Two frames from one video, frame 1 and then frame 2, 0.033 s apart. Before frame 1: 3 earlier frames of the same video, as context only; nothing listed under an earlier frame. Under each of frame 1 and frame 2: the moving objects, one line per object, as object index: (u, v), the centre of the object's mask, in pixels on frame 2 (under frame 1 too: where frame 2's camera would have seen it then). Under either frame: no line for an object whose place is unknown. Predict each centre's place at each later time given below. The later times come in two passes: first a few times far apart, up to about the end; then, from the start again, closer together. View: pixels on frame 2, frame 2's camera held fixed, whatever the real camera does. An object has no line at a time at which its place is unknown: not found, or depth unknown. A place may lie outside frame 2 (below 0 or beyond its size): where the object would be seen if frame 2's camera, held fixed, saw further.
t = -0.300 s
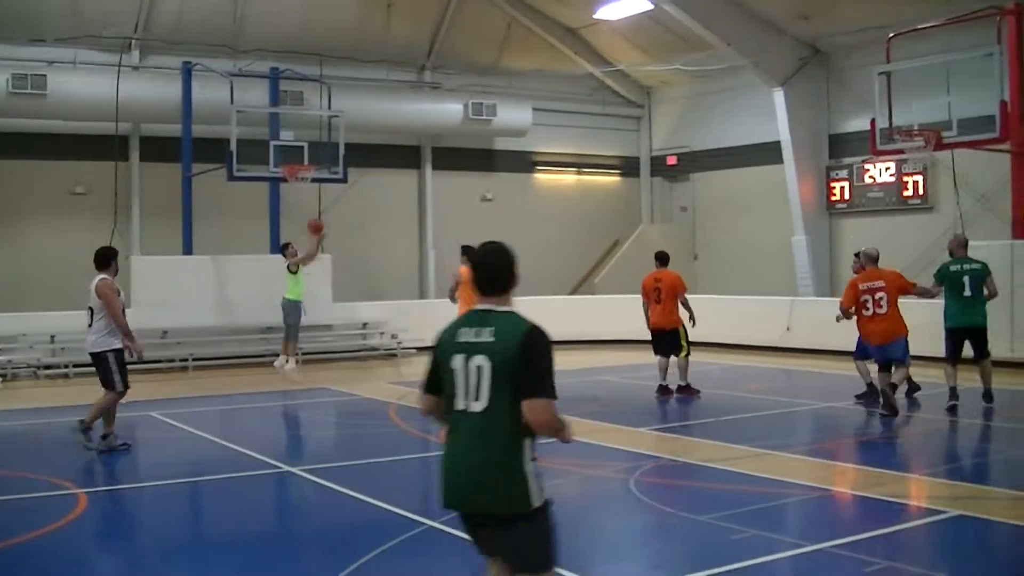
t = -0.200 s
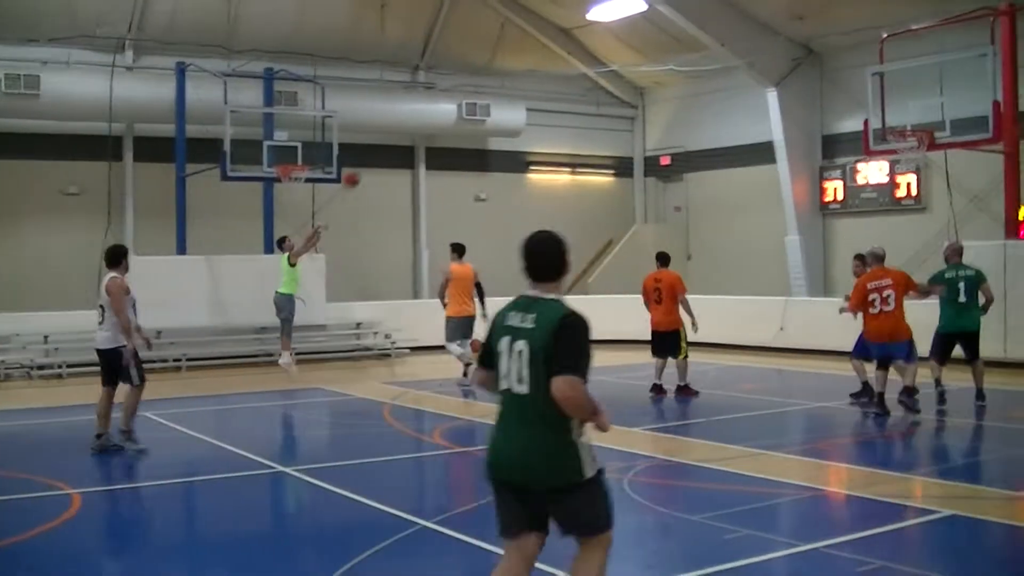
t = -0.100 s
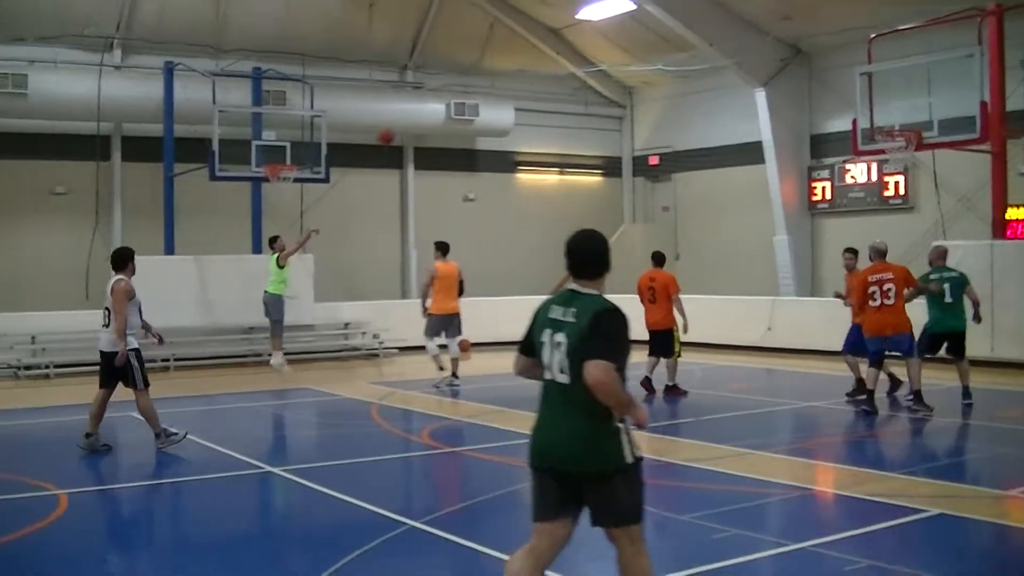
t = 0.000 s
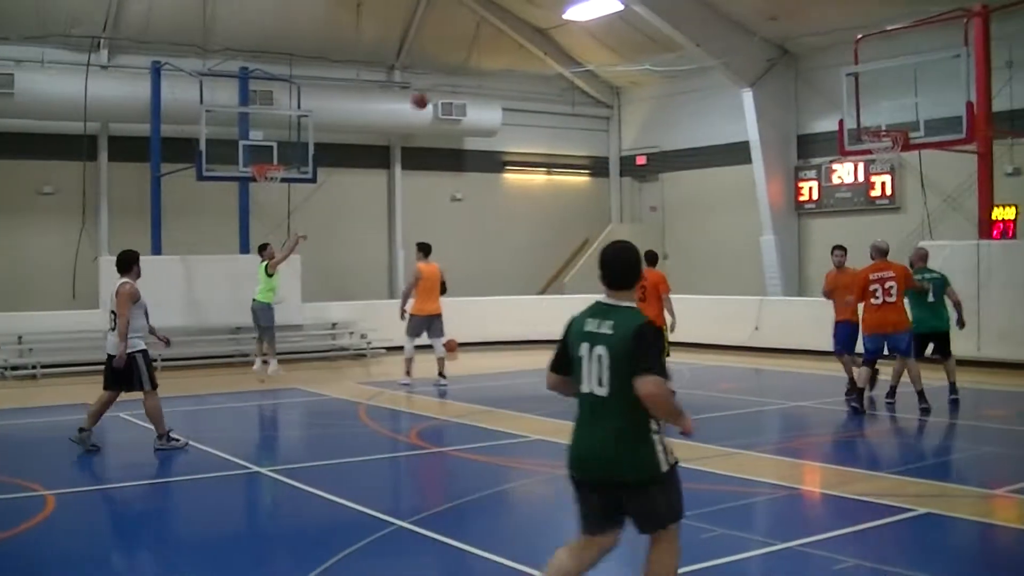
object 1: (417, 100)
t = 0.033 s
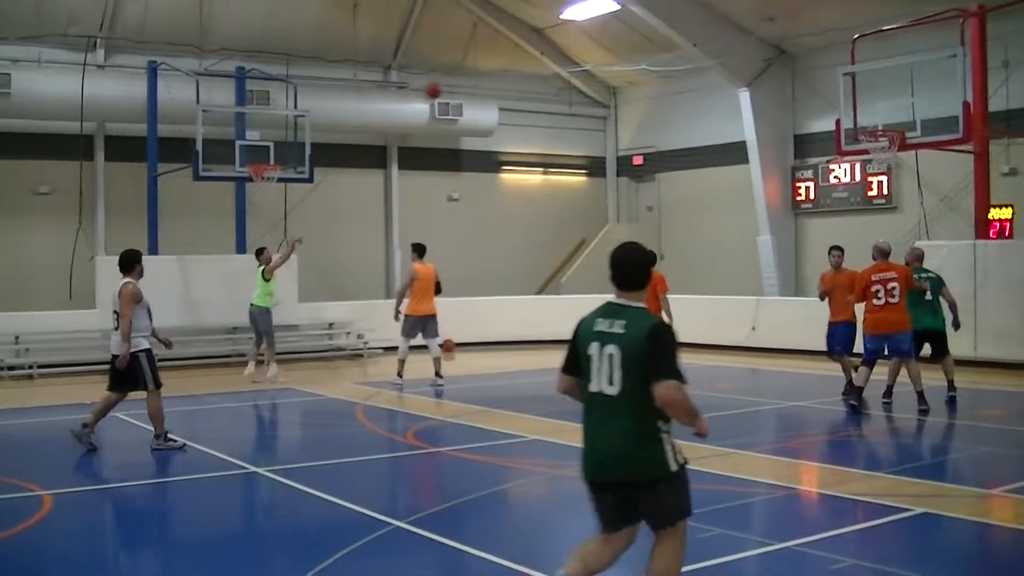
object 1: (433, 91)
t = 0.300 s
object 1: (562, 34)
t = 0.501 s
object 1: (666, 26)
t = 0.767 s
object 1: (811, 66)
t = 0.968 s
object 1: (926, 137)
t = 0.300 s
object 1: (562, 34)
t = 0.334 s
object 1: (578, 31)
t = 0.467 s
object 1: (648, 26)
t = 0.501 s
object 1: (666, 26)
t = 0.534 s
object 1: (684, 28)
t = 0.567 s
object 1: (702, 31)
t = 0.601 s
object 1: (719, 34)
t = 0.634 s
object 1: (737, 39)
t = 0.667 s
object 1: (754, 44)
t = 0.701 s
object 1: (774, 50)
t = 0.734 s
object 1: (792, 57)
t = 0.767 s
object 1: (811, 66)
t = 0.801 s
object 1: (828, 76)
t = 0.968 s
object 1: (926, 137)
